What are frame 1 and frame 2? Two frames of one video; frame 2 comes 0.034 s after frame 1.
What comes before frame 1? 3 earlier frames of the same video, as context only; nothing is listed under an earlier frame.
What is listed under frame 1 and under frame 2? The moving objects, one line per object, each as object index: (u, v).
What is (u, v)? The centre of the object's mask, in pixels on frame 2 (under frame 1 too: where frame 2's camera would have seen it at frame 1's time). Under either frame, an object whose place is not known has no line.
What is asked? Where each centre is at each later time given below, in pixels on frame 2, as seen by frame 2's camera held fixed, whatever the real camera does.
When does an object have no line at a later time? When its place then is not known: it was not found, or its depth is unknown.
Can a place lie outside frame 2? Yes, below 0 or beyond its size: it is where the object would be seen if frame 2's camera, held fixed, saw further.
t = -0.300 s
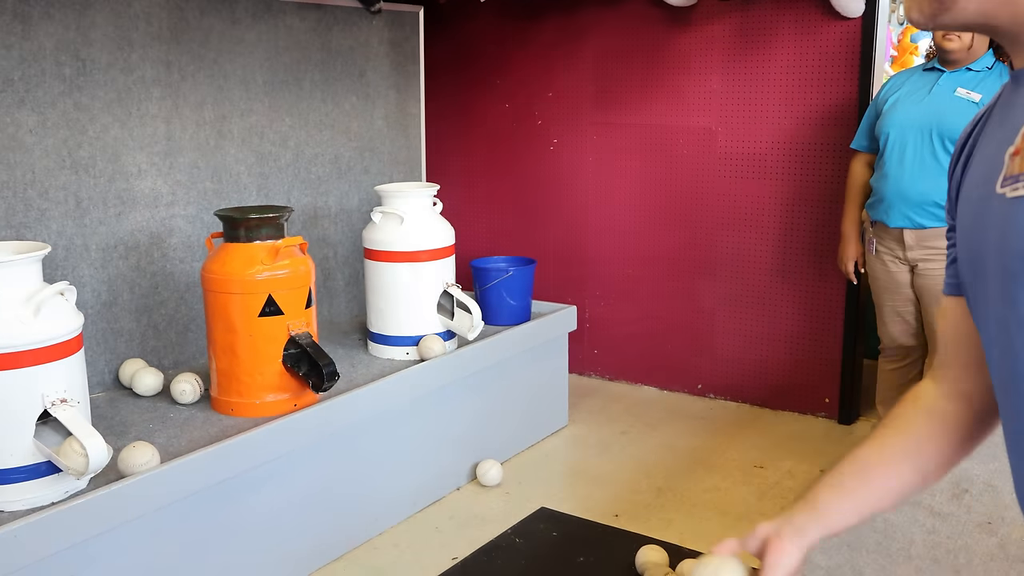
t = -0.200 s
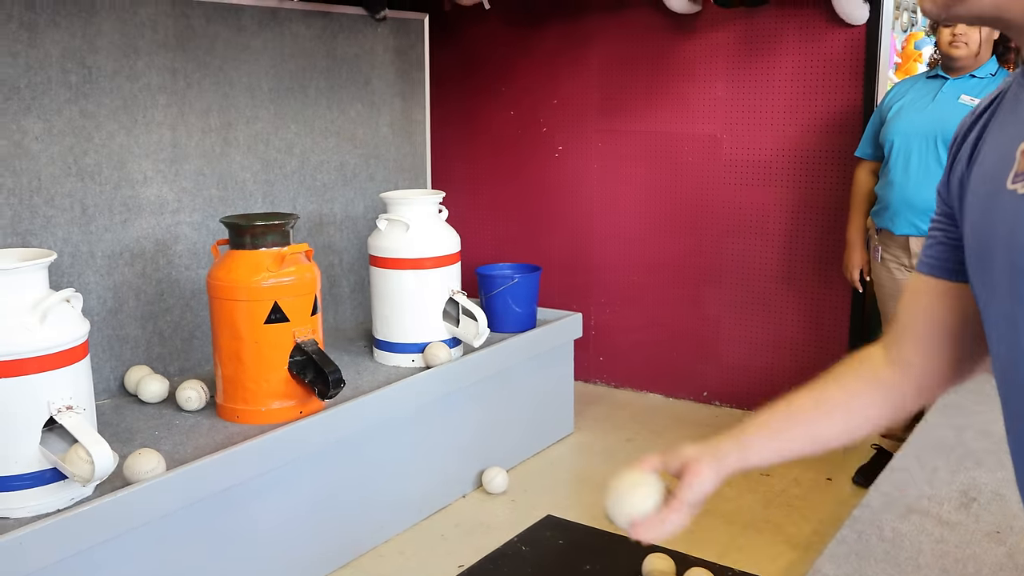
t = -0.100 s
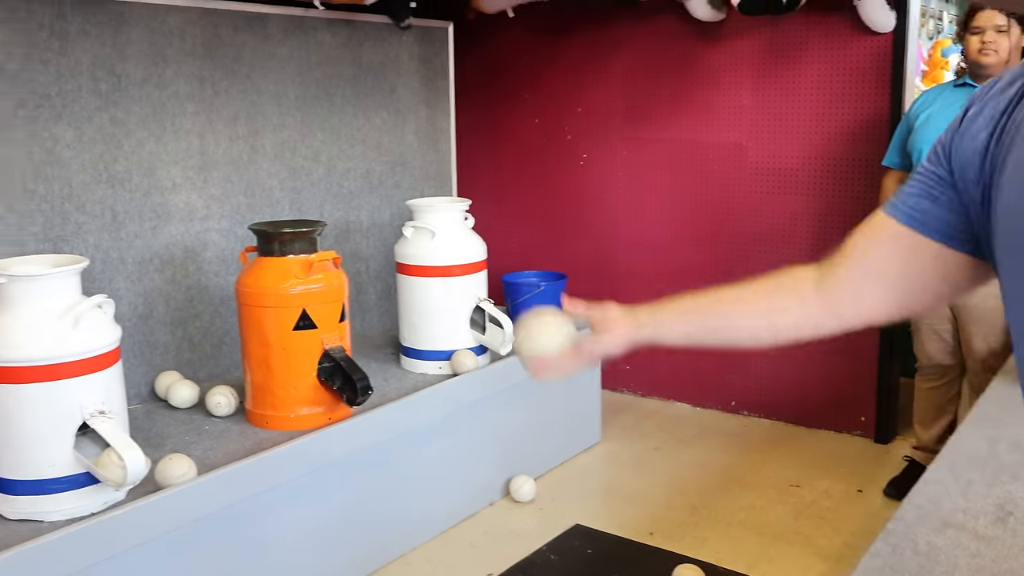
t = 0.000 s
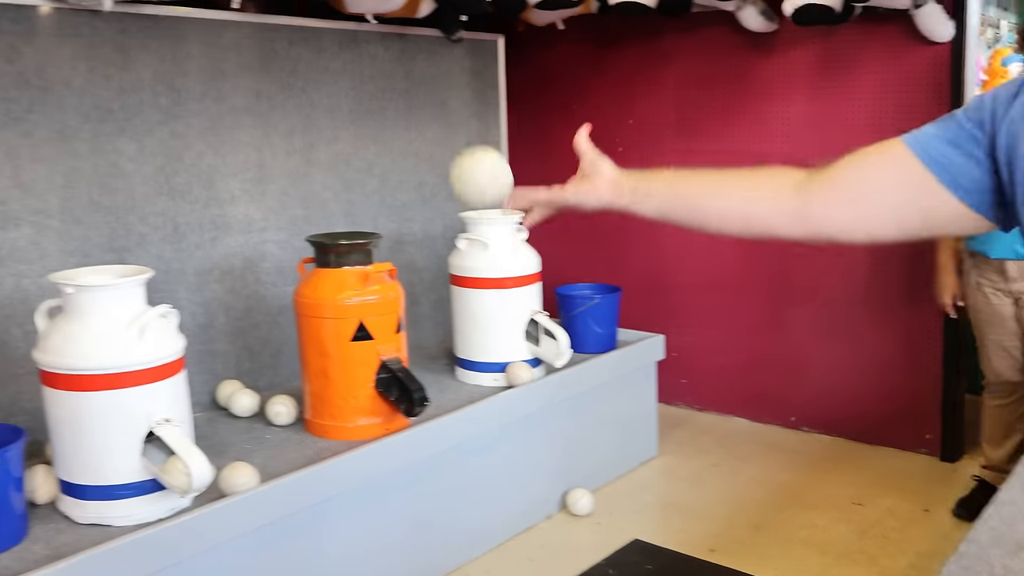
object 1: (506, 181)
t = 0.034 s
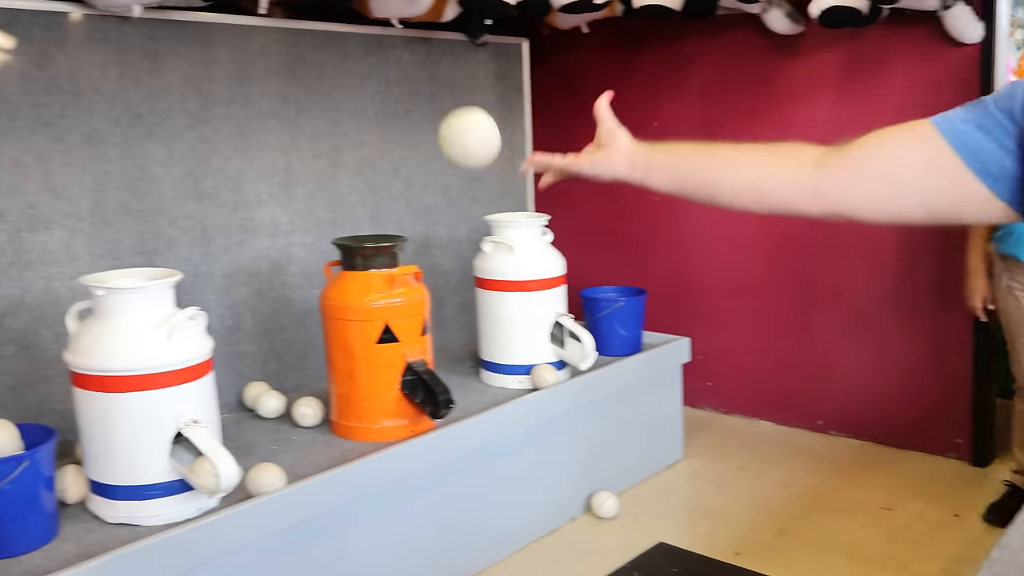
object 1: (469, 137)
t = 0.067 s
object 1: (435, 103)
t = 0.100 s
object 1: (403, 76)
